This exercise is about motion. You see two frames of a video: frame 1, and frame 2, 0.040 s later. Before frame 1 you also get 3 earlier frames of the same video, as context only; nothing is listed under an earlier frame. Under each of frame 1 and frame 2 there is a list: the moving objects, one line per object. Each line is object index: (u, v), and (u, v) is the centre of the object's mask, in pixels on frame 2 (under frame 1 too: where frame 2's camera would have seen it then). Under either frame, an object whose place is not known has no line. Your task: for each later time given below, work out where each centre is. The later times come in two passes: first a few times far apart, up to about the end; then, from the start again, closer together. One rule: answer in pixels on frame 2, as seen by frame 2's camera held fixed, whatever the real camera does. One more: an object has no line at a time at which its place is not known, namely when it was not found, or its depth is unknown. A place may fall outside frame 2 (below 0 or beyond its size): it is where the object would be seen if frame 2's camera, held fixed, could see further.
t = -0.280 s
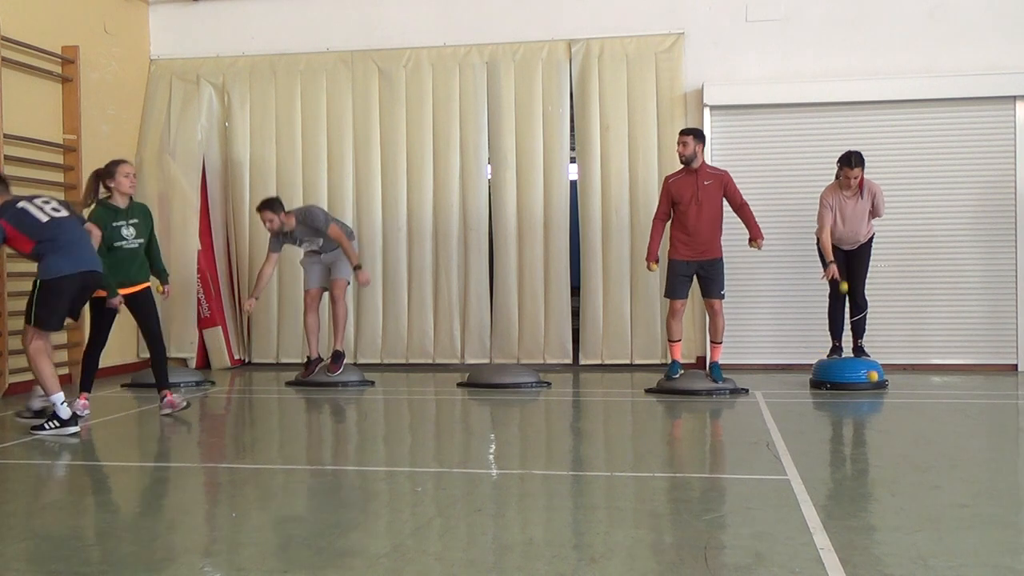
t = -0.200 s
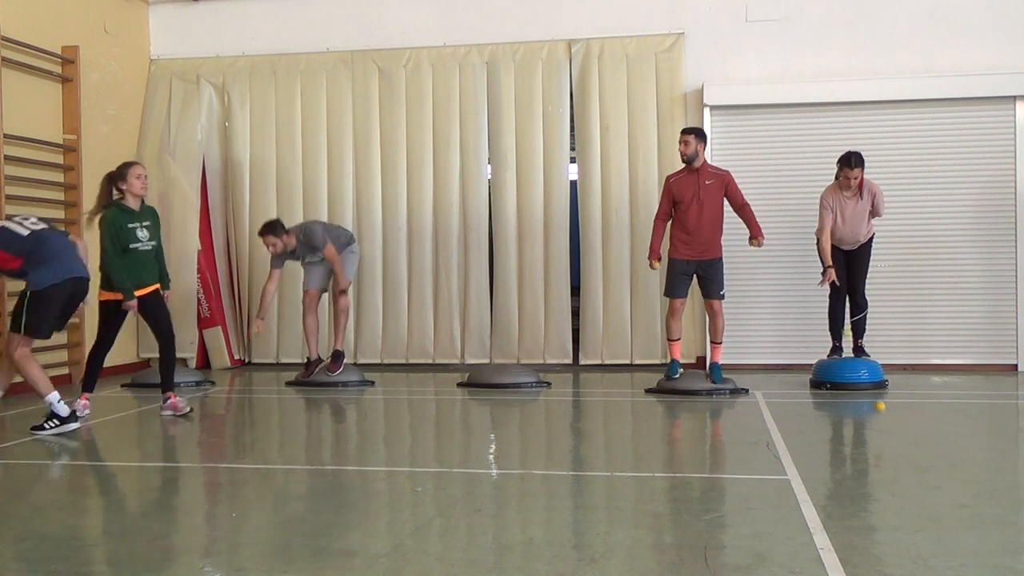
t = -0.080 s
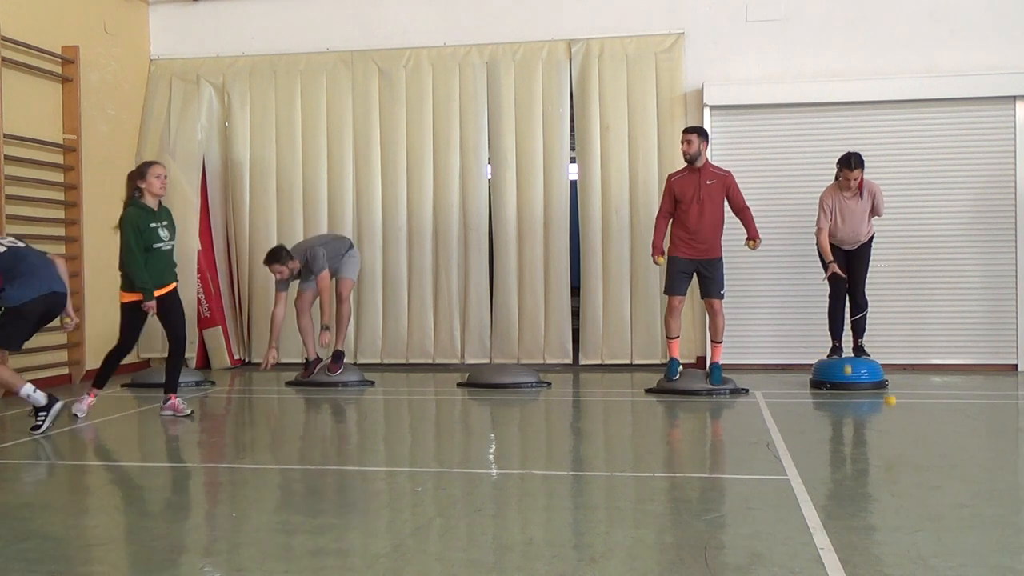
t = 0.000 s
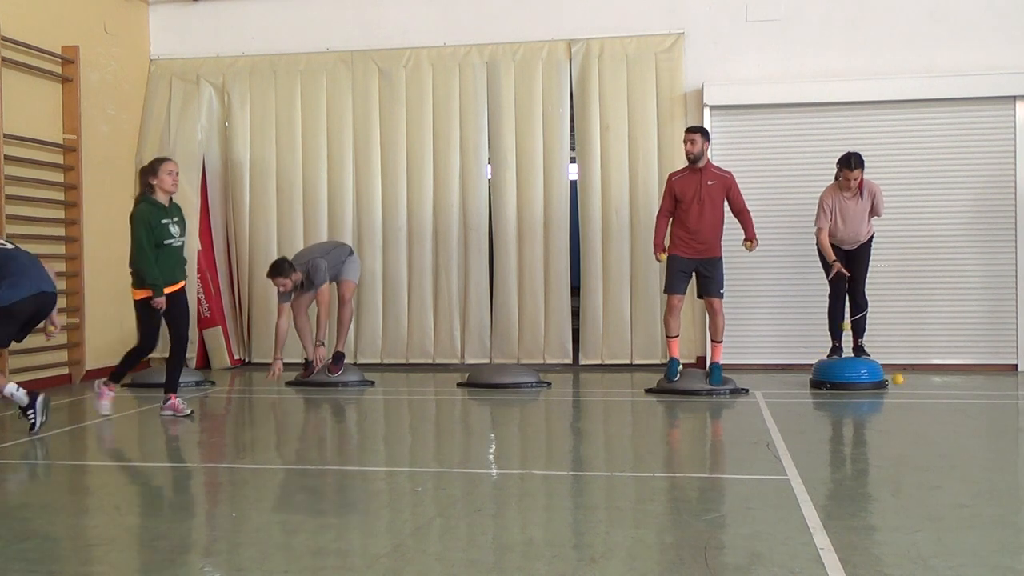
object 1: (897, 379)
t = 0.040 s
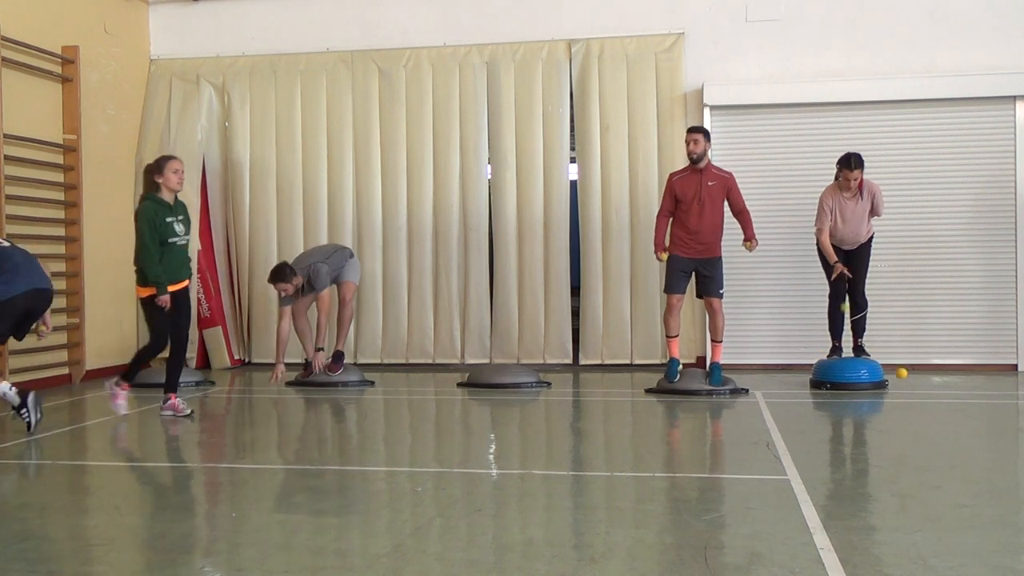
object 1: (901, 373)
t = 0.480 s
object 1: (943, 393)
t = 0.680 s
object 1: (961, 393)
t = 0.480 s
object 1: (943, 393)
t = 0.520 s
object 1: (946, 387)
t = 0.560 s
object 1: (950, 385)
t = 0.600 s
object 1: (954, 385)
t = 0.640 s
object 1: (957, 387)
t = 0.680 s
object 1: (961, 393)
